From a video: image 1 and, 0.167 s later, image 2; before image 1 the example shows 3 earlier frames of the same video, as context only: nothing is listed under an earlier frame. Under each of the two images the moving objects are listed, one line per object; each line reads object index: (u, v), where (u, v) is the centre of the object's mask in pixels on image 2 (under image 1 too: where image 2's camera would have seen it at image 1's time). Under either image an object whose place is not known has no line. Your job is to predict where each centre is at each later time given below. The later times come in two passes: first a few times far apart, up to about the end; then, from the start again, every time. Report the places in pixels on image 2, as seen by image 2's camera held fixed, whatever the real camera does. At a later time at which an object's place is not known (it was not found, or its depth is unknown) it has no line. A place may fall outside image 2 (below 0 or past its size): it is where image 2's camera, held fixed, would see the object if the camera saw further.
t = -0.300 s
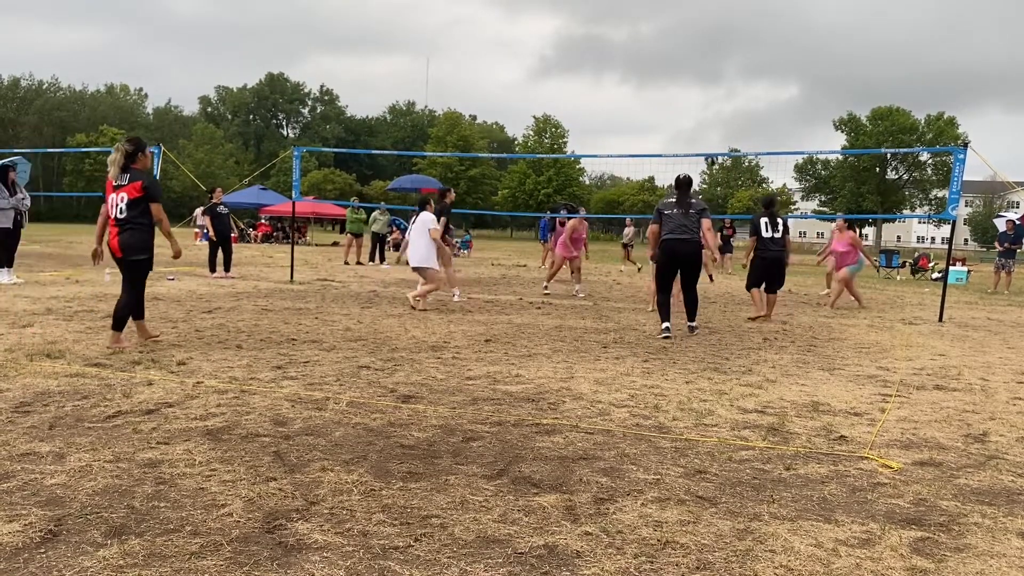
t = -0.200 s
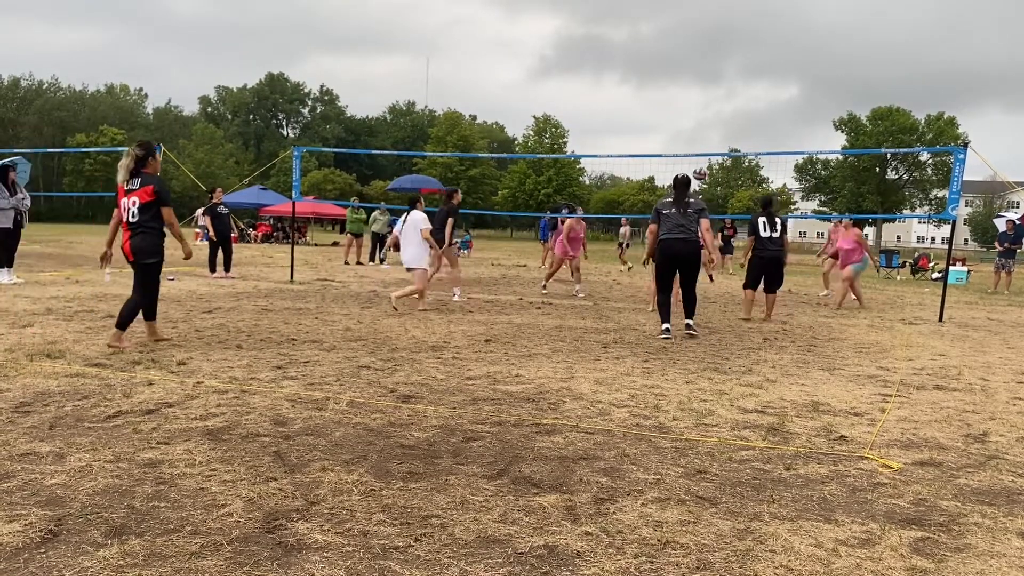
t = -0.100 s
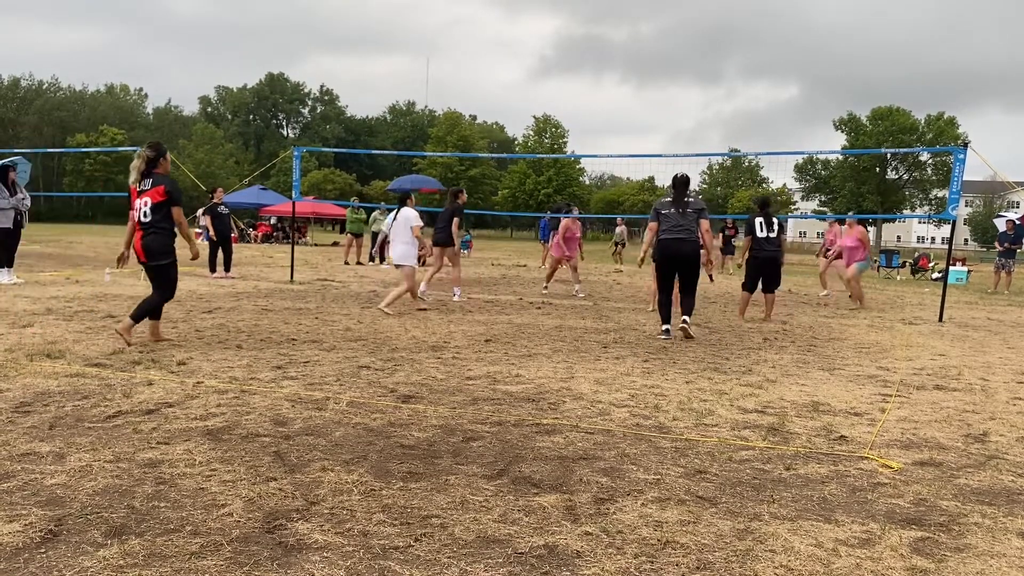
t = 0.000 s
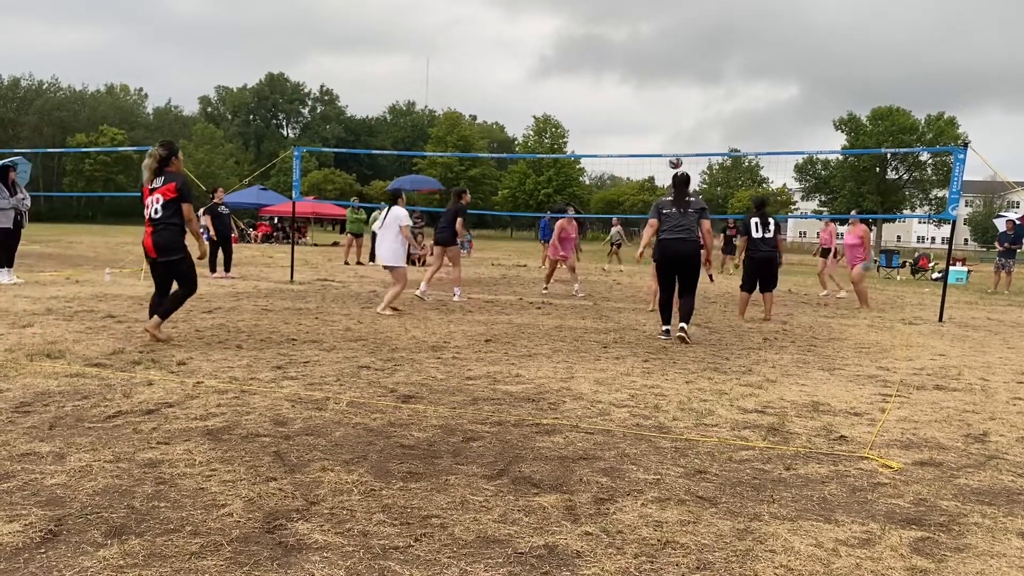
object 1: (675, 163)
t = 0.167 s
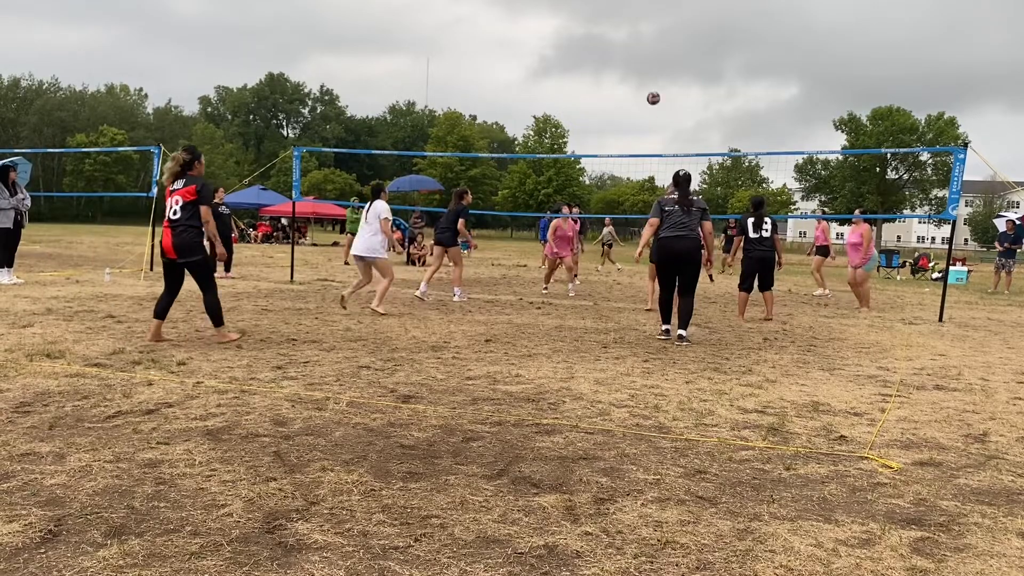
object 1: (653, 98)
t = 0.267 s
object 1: (640, 69)
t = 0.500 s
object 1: (609, 26)
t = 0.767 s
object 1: (572, 20)
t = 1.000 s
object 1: (540, 51)
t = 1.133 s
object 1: (522, 83)
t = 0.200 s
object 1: (649, 88)
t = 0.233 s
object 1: (644, 78)
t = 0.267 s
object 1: (640, 69)
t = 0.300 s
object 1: (636, 61)
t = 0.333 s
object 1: (631, 53)
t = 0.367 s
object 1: (626, 46)
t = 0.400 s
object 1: (622, 40)
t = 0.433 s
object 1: (618, 35)
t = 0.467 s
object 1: (613, 30)
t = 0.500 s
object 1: (609, 26)
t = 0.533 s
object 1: (604, 23)
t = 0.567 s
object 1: (599, 21)
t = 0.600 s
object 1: (595, 19)
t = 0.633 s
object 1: (590, 18)
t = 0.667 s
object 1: (586, 18)
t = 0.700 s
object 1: (581, 18)
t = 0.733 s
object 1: (576, 18)
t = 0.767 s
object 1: (572, 20)
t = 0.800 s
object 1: (567, 23)
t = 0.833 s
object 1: (563, 26)
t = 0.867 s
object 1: (558, 30)
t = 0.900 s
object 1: (553, 34)
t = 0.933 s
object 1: (549, 39)
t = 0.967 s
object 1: (544, 45)
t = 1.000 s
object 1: (540, 51)
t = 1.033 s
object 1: (535, 58)
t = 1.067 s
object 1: (531, 66)
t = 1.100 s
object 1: (526, 75)
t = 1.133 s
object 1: (522, 83)
